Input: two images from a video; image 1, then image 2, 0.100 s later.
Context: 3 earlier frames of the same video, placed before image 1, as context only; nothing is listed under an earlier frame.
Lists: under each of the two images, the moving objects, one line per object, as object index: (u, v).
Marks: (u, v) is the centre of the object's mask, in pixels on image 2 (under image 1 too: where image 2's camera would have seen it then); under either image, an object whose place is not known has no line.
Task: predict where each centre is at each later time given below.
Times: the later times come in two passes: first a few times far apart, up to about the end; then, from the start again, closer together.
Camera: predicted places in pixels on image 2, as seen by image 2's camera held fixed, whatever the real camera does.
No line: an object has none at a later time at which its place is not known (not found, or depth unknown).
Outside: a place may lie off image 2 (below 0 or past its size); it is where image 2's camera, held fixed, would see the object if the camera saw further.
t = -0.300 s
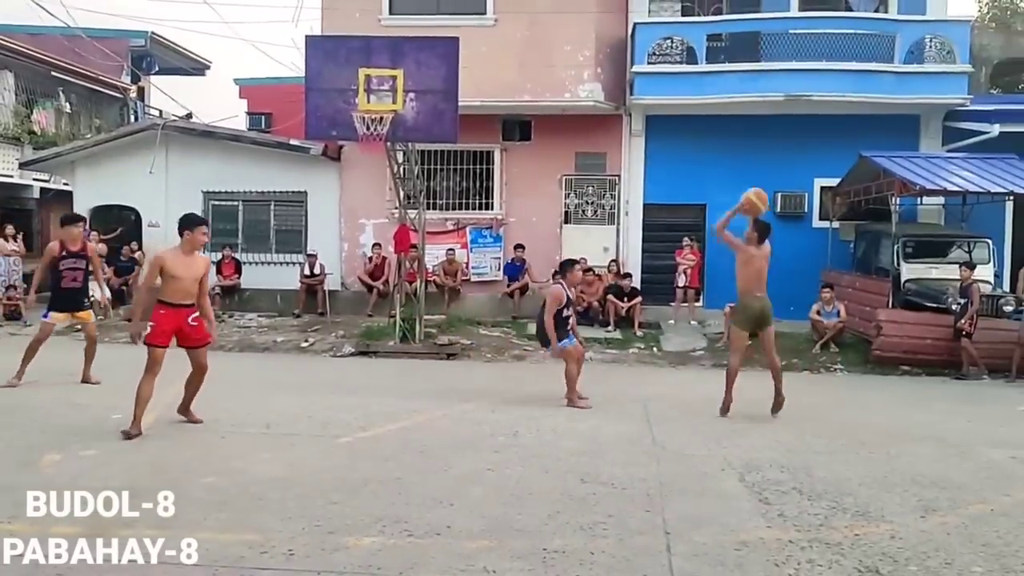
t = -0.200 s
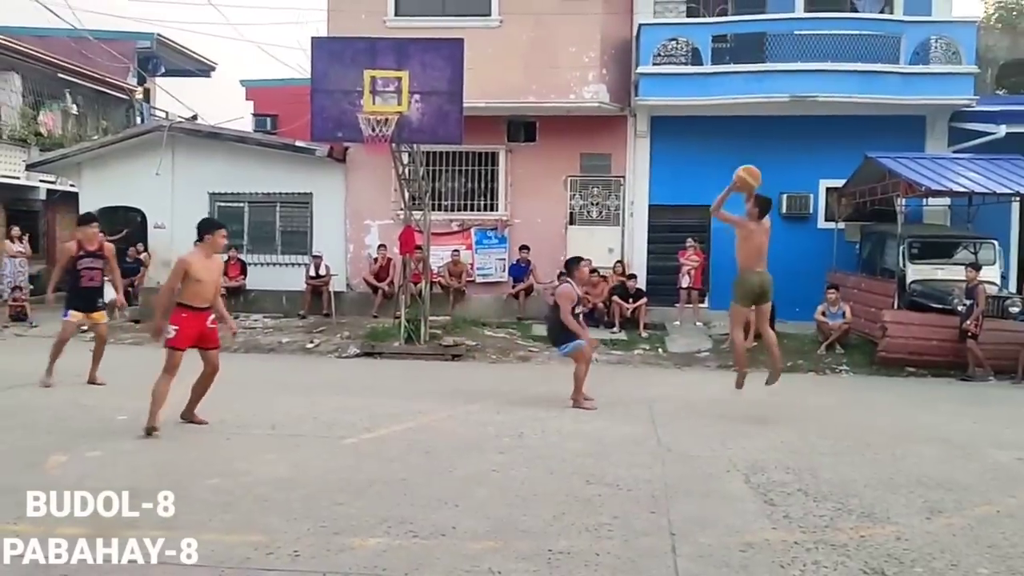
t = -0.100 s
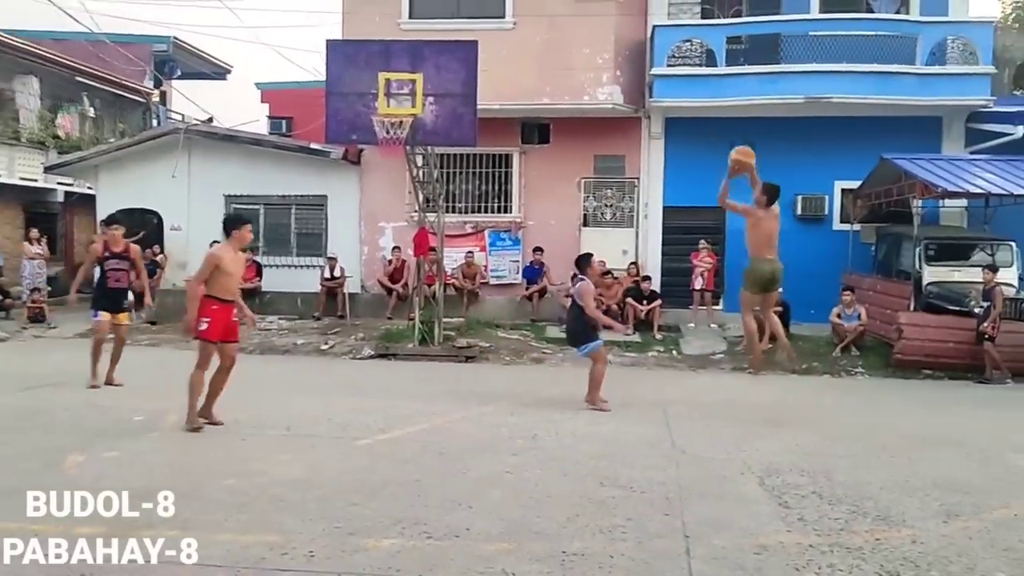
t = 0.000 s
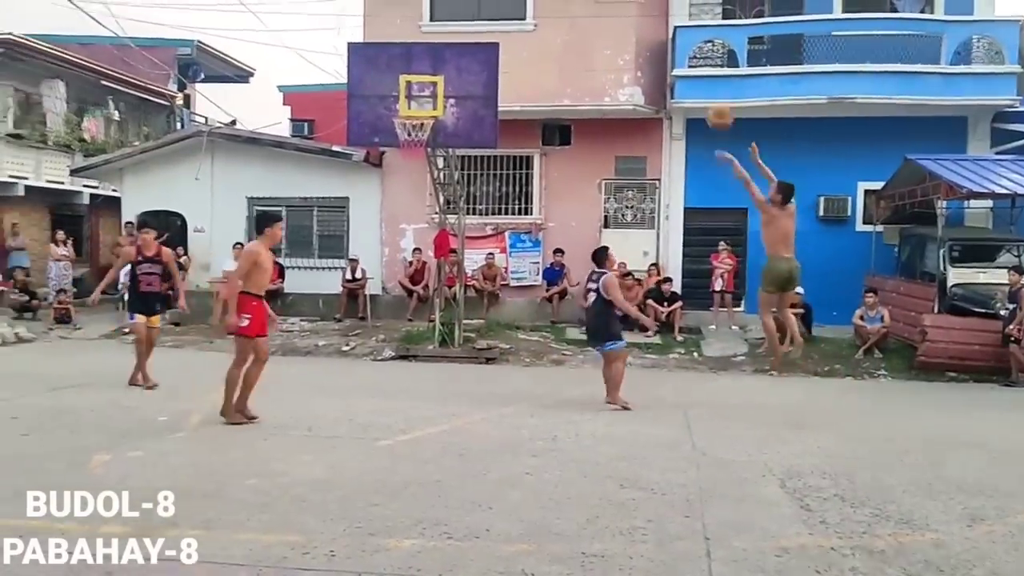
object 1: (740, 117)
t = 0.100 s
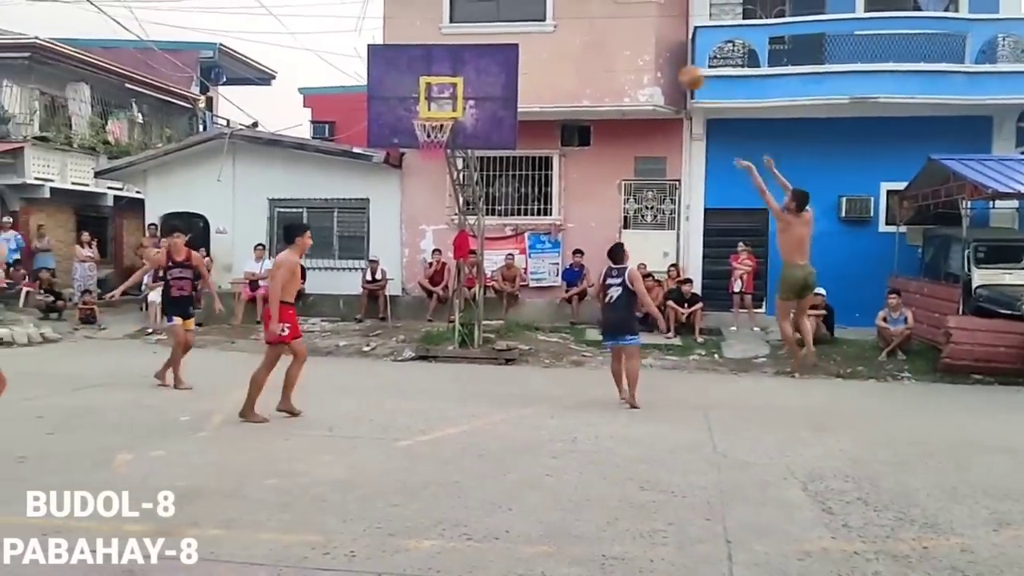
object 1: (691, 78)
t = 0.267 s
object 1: (618, 44)
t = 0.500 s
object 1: (531, 42)
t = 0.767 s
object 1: (454, 88)
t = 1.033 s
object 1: (437, 116)
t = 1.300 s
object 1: (447, 130)
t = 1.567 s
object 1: (442, 154)
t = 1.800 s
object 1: (425, 211)
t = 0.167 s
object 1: (661, 61)
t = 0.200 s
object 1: (647, 55)
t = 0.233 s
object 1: (632, 49)
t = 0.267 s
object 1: (618, 44)
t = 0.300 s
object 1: (604, 42)
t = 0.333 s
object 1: (591, 38)
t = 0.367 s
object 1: (579, 36)
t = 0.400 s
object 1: (566, 37)
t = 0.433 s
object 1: (554, 37)
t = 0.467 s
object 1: (542, 39)
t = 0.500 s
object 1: (531, 42)
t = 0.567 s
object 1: (508, 50)
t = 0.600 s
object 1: (499, 53)
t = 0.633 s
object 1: (489, 59)
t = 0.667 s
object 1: (479, 65)
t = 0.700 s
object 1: (469, 73)
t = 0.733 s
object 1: (460, 81)
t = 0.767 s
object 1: (454, 88)
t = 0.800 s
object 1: (446, 93)
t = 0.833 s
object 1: (438, 99)
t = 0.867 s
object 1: (430, 108)
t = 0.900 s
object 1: (424, 116)
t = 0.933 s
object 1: (426, 116)
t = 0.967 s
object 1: (433, 118)
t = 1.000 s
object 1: (441, 116)
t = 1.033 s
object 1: (437, 116)
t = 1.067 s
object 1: (431, 116)
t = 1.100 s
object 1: (423, 116)
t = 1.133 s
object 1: (426, 117)
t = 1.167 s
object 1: (429, 118)
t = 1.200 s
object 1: (434, 120)
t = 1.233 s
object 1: (442, 128)
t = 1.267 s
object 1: (446, 130)
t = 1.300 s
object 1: (447, 130)
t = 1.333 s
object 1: (449, 132)
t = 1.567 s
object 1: (442, 154)
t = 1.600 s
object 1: (441, 159)
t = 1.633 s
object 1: (438, 167)
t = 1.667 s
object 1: (436, 174)
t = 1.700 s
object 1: (433, 182)
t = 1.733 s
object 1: (431, 190)
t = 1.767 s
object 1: (428, 200)
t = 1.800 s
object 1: (425, 211)
